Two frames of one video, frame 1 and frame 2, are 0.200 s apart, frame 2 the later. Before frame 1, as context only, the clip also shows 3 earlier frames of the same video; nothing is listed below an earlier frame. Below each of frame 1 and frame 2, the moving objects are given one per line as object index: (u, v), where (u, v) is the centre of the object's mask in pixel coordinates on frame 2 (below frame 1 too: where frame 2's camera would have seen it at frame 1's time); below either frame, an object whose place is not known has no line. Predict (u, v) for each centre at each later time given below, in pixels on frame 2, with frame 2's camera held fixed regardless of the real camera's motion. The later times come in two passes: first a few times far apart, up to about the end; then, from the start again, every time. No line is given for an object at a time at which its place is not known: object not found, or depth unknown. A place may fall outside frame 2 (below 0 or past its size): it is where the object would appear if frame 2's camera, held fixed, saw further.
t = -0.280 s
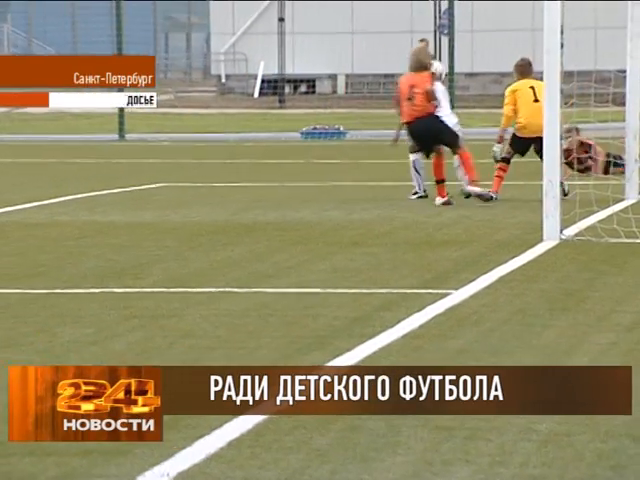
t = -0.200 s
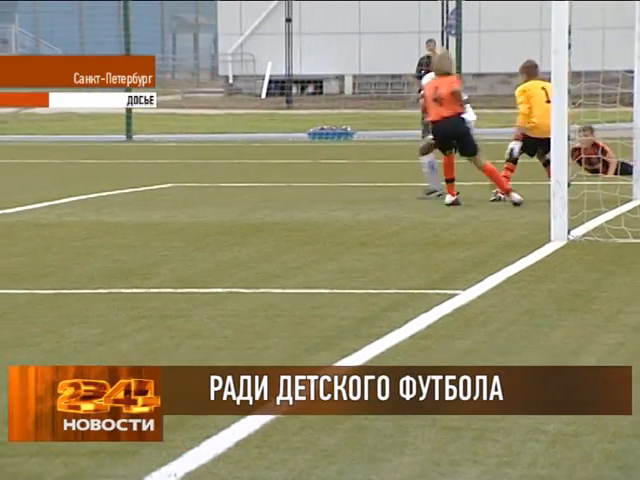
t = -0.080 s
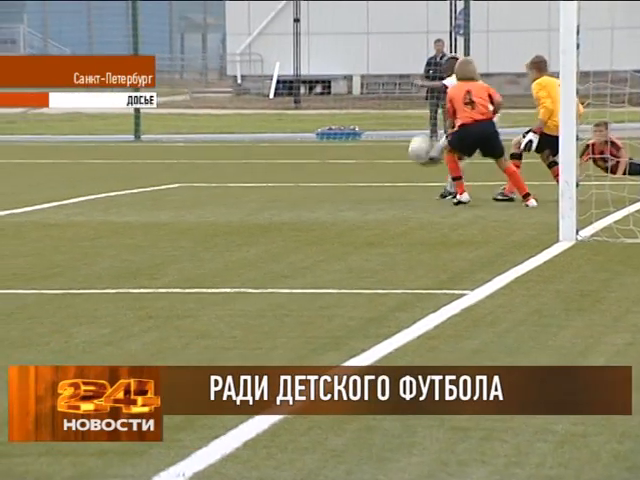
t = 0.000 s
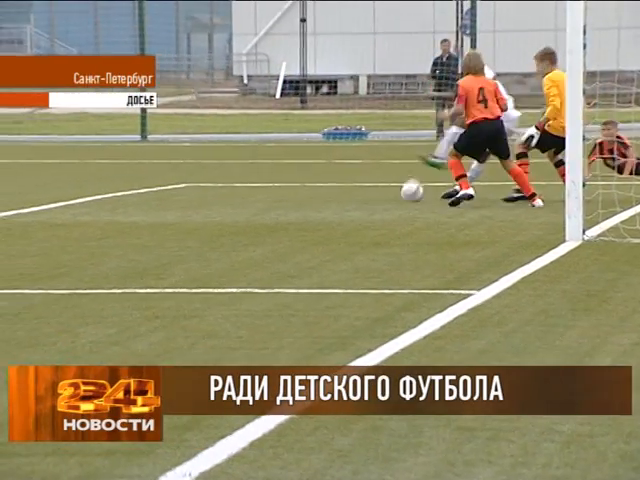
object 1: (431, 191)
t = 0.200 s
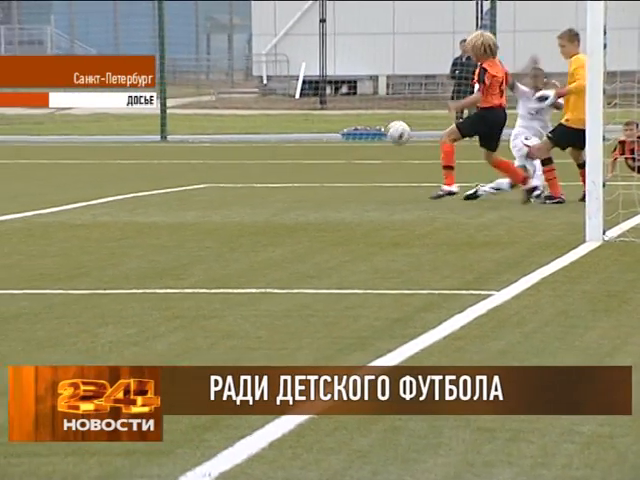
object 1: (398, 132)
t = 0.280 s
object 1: (384, 120)
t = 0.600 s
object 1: (326, 149)
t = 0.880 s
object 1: (266, 189)
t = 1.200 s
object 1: (184, 208)
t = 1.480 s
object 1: (106, 221)
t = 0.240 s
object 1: (391, 125)
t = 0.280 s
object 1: (384, 120)
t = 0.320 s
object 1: (377, 118)
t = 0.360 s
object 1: (370, 116)
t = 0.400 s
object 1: (364, 116)
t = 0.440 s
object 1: (356, 119)
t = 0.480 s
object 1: (348, 125)
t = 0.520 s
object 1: (341, 130)
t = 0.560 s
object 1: (333, 138)
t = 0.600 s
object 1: (326, 149)
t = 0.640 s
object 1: (318, 162)
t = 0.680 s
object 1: (311, 177)
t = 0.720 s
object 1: (303, 194)
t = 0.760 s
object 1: (295, 212)
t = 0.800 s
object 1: (285, 204)
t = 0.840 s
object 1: (276, 195)
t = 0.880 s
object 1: (266, 189)
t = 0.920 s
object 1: (257, 183)
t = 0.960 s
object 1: (247, 180)
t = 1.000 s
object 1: (237, 180)
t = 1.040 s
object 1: (226, 181)
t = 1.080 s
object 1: (216, 184)
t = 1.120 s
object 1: (206, 190)
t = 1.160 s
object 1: (195, 198)
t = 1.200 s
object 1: (184, 208)
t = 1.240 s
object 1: (172, 221)
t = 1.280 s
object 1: (162, 228)
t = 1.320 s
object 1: (151, 222)
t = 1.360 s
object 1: (140, 219)
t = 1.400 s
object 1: (129, 217)
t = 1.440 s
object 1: (118, 218)
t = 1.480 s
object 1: (106, 221)
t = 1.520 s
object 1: (95, 226)
